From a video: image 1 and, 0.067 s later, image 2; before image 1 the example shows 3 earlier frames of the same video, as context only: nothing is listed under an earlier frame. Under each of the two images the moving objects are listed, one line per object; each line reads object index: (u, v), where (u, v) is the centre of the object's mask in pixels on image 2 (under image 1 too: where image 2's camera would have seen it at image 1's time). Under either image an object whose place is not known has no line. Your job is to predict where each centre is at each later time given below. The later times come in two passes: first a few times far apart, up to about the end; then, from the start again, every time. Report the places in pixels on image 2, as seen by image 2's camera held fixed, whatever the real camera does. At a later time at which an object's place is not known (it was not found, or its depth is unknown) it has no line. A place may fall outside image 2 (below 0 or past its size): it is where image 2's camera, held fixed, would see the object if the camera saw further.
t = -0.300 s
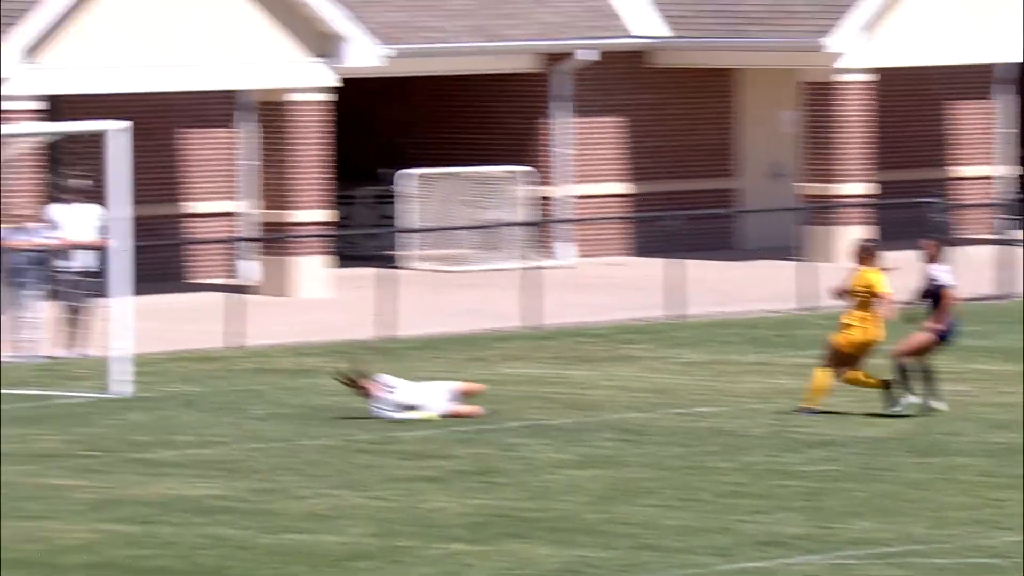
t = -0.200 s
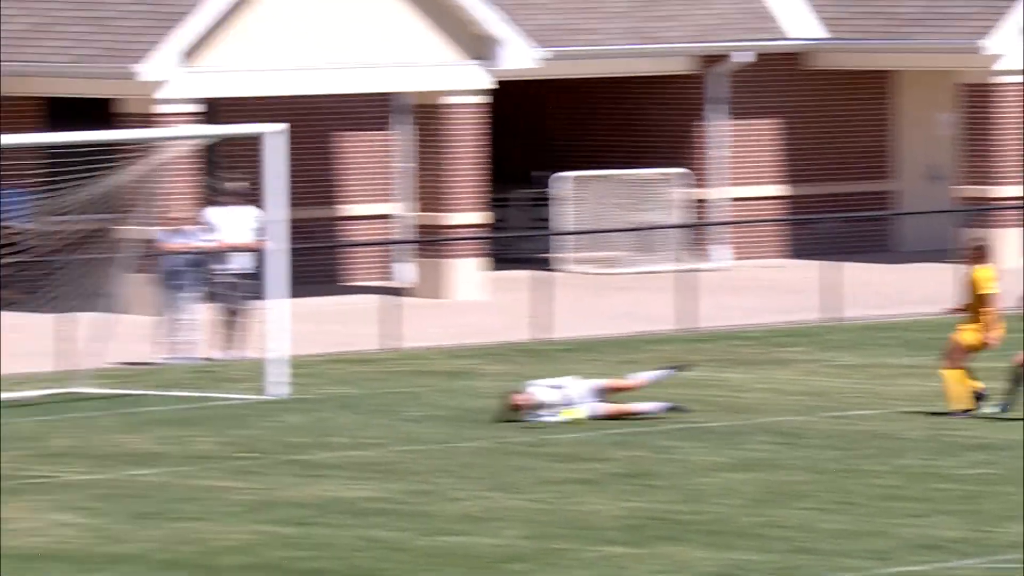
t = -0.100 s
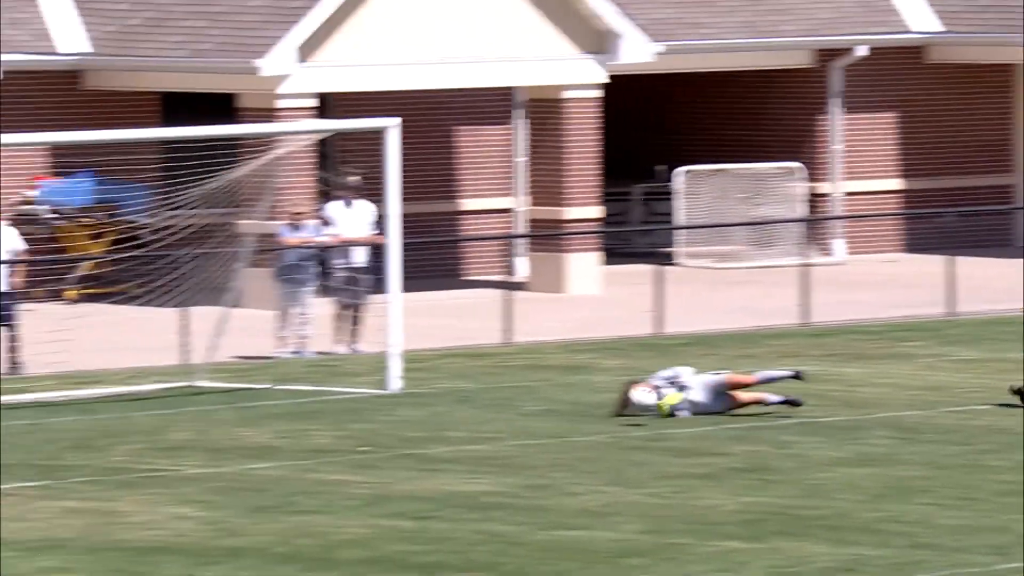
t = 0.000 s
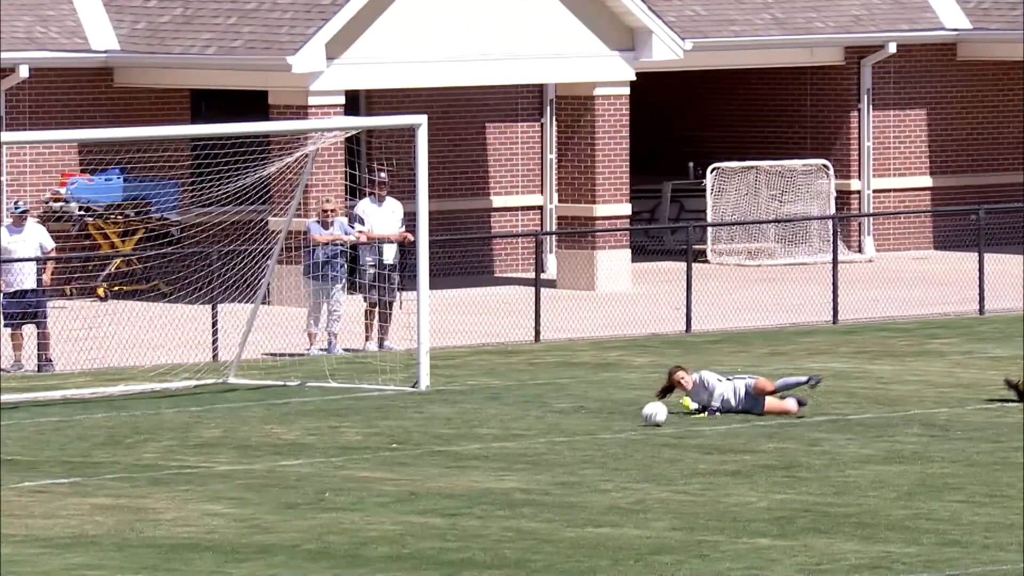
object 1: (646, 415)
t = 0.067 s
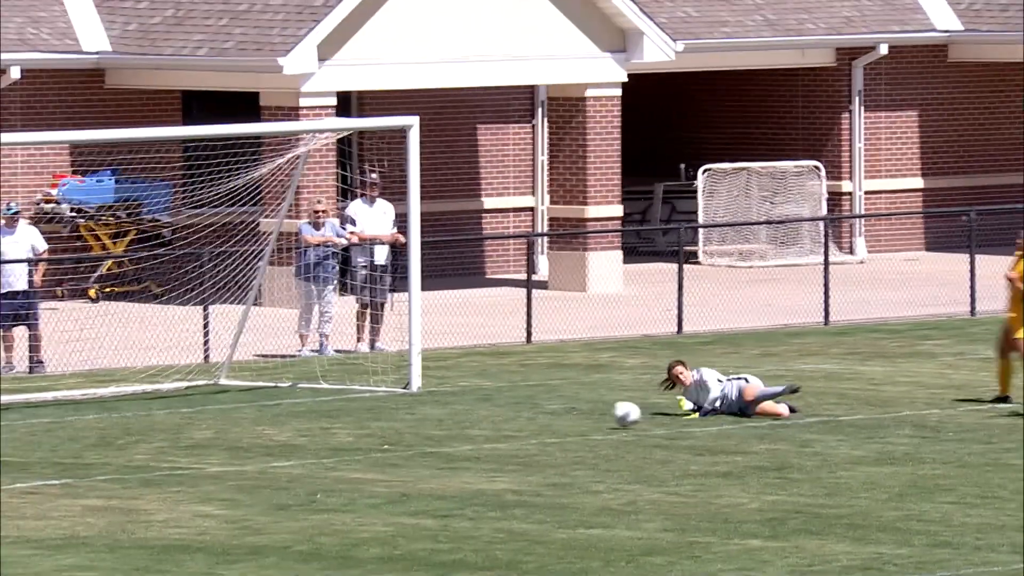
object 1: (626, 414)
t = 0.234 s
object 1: (571, 418)
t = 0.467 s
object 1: (497, 425)
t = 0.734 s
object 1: (418, 433)
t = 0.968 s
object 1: (353, 438)
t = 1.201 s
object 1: (292, 442)
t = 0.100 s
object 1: (615, 412)
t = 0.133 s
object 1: (604, 411)
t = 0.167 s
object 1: (593, 412)
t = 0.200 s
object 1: (582, 414)
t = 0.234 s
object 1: (571, 418)
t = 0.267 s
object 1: (560, 422)
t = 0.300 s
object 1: (549, 423)
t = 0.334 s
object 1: (538, 421)
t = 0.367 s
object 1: (529, 421)
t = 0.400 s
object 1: (518, 421)
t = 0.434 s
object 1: (509, 422)
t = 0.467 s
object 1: (497, 425)
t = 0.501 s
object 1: (487, 428)
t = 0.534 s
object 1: (477, 427)
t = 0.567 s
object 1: (468, 426)
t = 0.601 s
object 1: (458, 427)
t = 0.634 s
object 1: (448, 428)
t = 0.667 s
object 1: (438, 430)
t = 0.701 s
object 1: (428, 432)
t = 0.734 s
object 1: (418, 433)
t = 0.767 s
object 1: (410, 432)
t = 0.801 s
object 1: (399, 433)
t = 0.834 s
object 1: (391, 433)
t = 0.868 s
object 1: (381, 435)
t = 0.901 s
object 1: (372, 436)
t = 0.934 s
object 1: (362, 437)
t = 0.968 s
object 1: (353, 438)
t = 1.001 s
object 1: (344, 438)
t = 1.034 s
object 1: (336, 439)
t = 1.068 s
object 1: (327, 440)
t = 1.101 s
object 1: (317, 442)
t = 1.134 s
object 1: (309, 444)
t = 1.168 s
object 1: (300, 443)
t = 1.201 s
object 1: (292, 442)
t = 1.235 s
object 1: (283, 443)
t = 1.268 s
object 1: (275, 444)
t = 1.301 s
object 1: (267, 446)
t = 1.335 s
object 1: (258, 447)
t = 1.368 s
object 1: (249, 448)
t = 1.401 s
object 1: (242, 448)
